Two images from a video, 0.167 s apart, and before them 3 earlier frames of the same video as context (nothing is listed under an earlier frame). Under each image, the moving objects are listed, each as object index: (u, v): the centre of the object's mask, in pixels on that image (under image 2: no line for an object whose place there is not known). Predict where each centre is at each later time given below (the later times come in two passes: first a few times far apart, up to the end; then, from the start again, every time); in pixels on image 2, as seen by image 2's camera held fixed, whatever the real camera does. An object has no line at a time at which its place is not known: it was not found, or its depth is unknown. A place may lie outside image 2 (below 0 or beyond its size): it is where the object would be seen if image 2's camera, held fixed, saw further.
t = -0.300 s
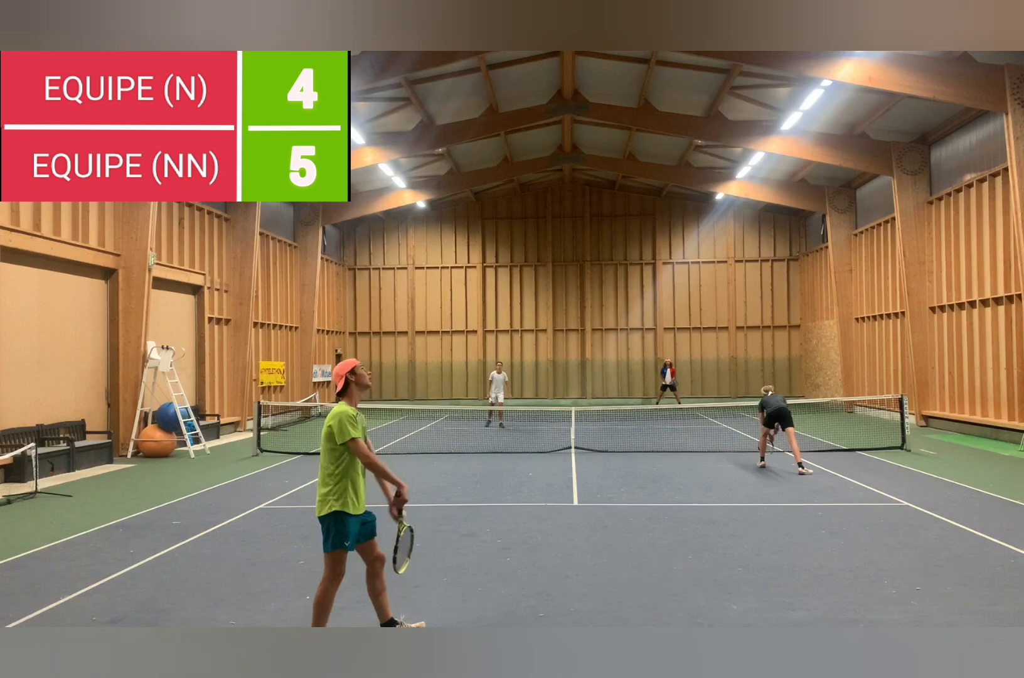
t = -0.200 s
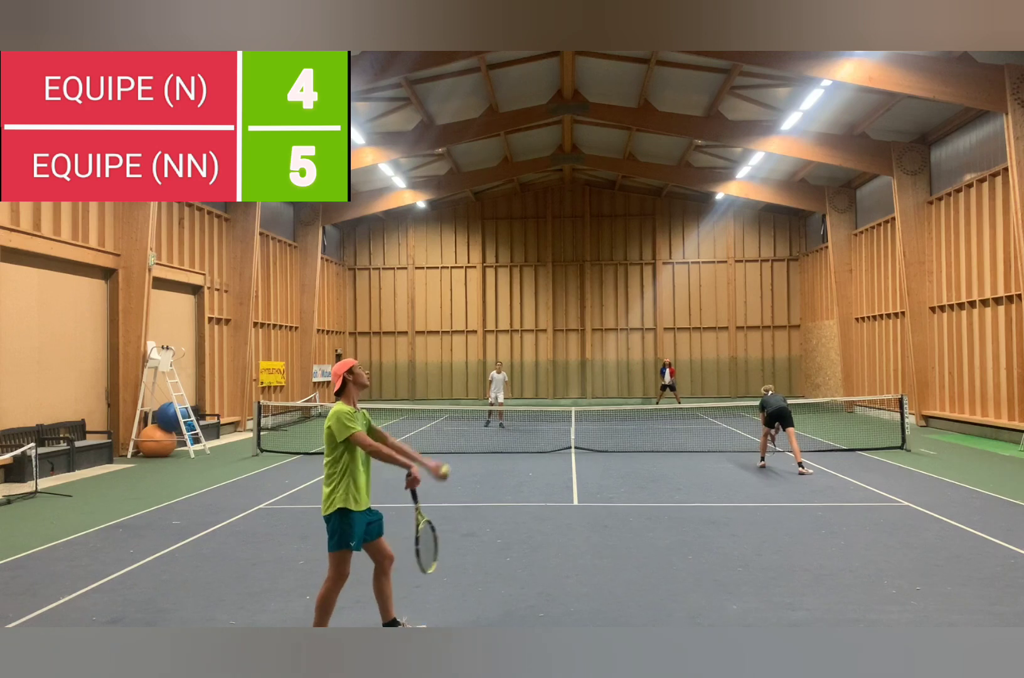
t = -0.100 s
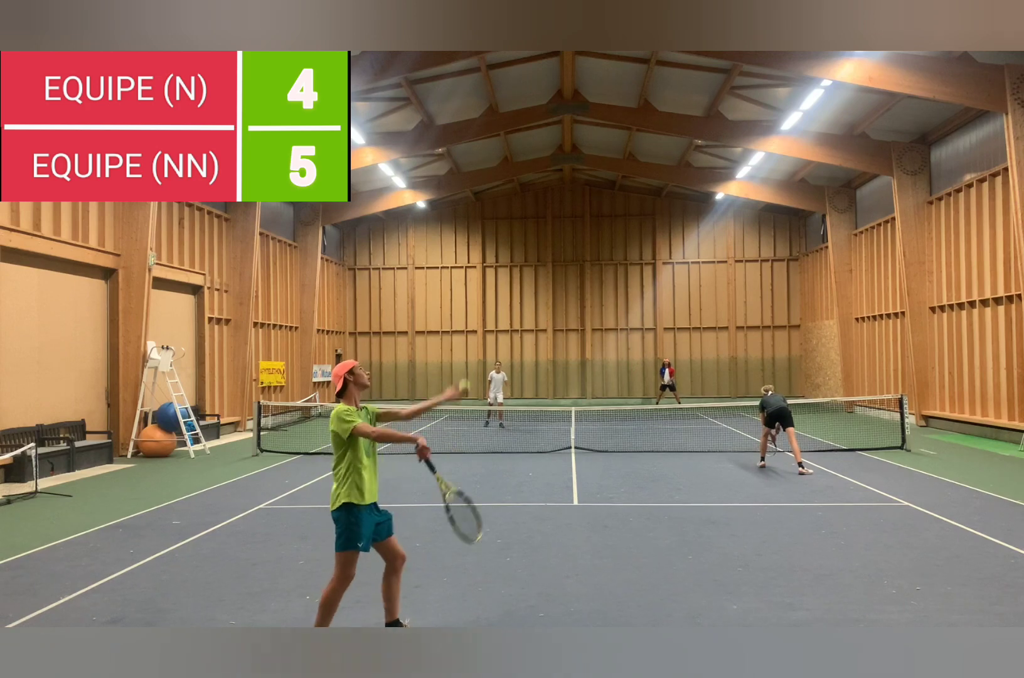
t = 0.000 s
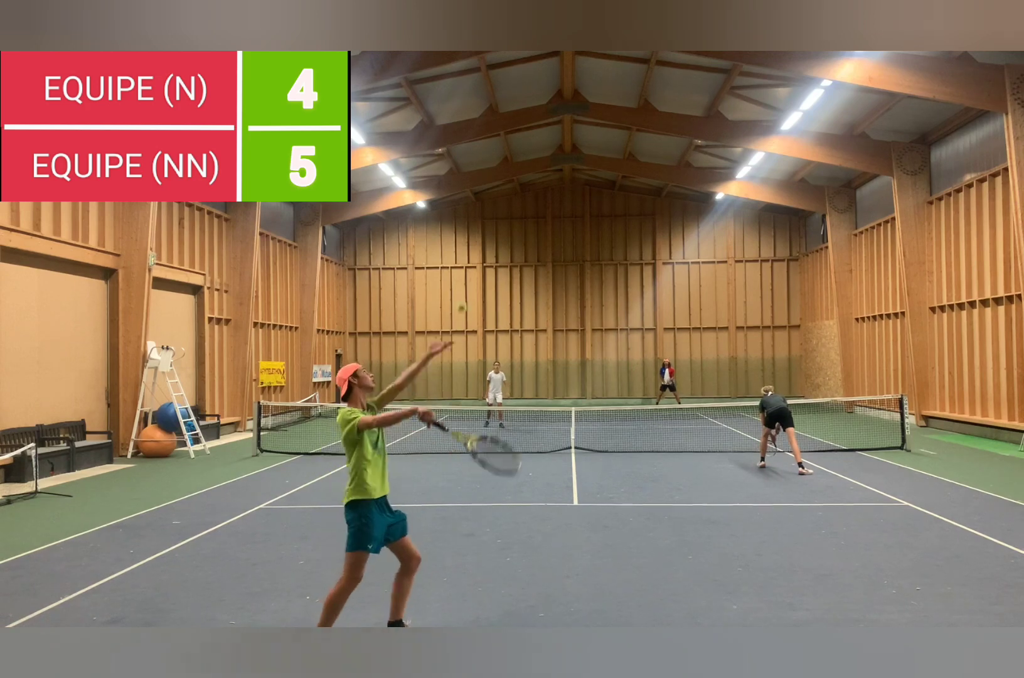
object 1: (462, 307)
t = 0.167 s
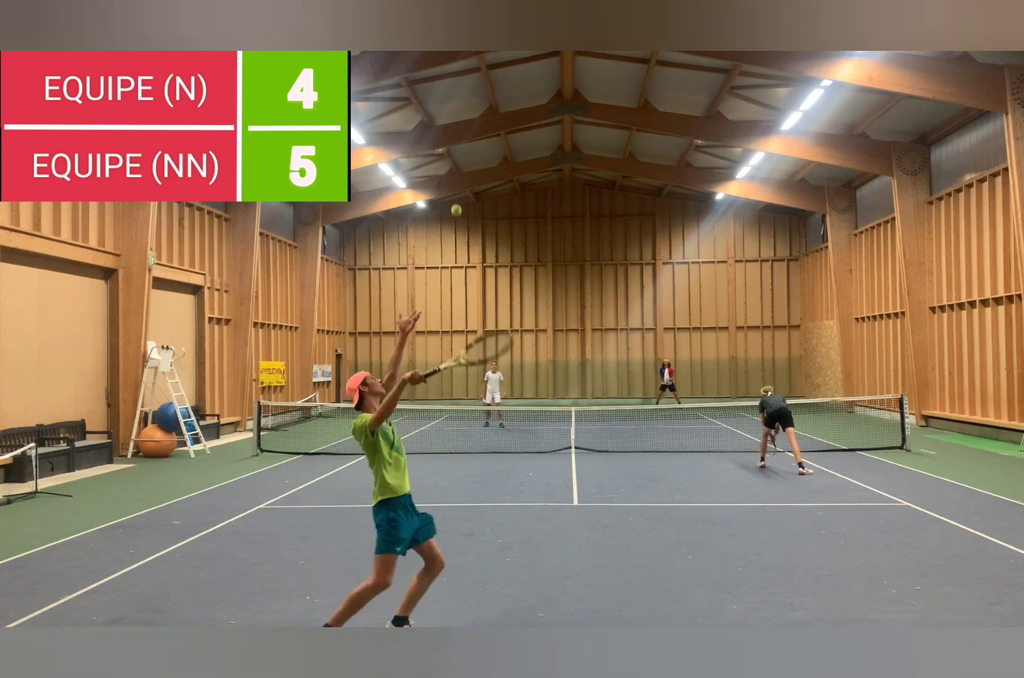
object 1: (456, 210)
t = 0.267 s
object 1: (453, 173)
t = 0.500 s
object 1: (449, 146)
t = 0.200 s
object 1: (455, 196)
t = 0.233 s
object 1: (454, 184)
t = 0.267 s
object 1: (453, 173)
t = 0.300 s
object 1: (453, 165)
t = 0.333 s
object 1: (452, 158)
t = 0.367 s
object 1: (451, 152)
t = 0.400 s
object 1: (451, 148)
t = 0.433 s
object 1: (450, 146)
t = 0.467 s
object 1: (449, 145)
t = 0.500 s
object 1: (449, 146)
